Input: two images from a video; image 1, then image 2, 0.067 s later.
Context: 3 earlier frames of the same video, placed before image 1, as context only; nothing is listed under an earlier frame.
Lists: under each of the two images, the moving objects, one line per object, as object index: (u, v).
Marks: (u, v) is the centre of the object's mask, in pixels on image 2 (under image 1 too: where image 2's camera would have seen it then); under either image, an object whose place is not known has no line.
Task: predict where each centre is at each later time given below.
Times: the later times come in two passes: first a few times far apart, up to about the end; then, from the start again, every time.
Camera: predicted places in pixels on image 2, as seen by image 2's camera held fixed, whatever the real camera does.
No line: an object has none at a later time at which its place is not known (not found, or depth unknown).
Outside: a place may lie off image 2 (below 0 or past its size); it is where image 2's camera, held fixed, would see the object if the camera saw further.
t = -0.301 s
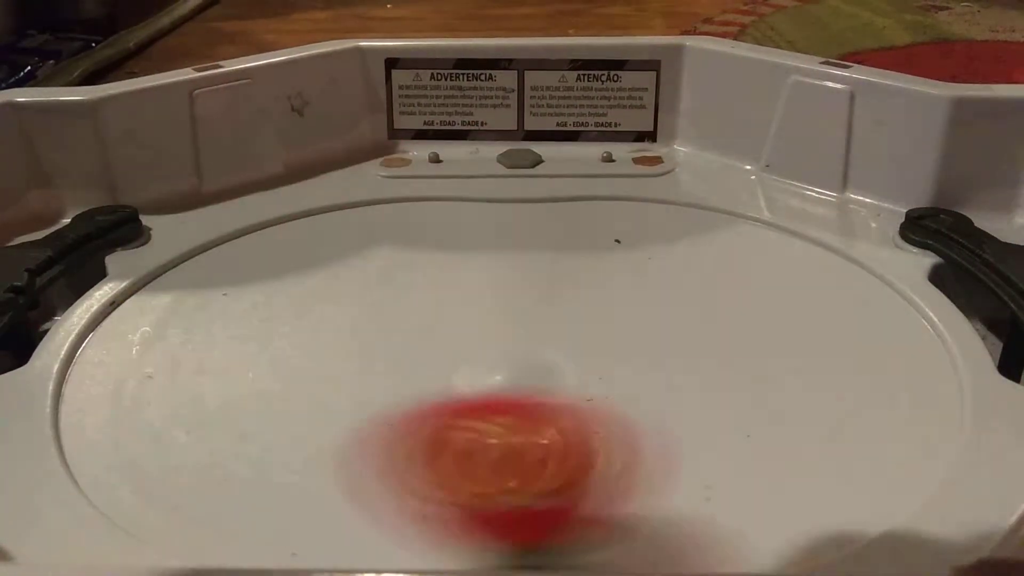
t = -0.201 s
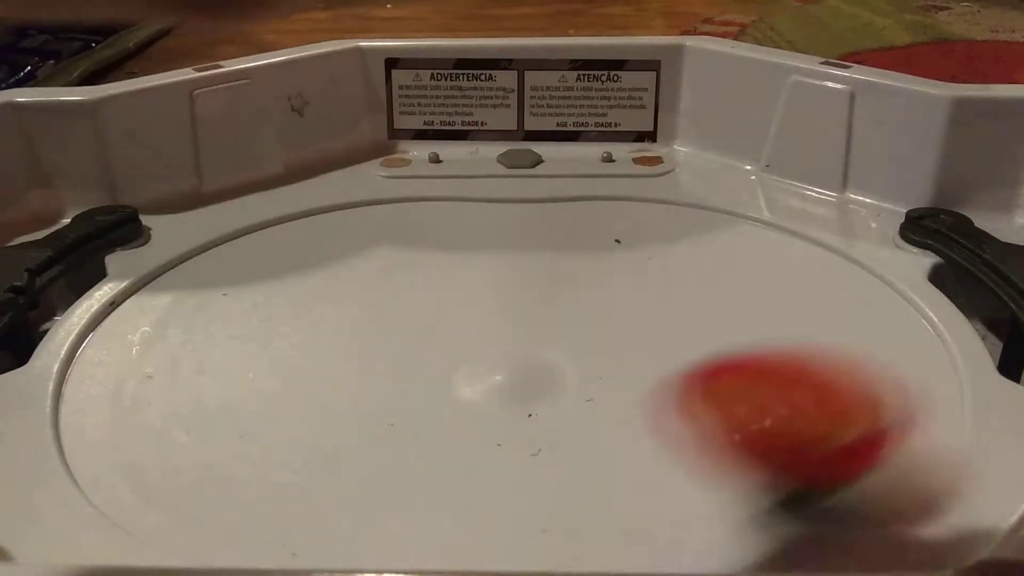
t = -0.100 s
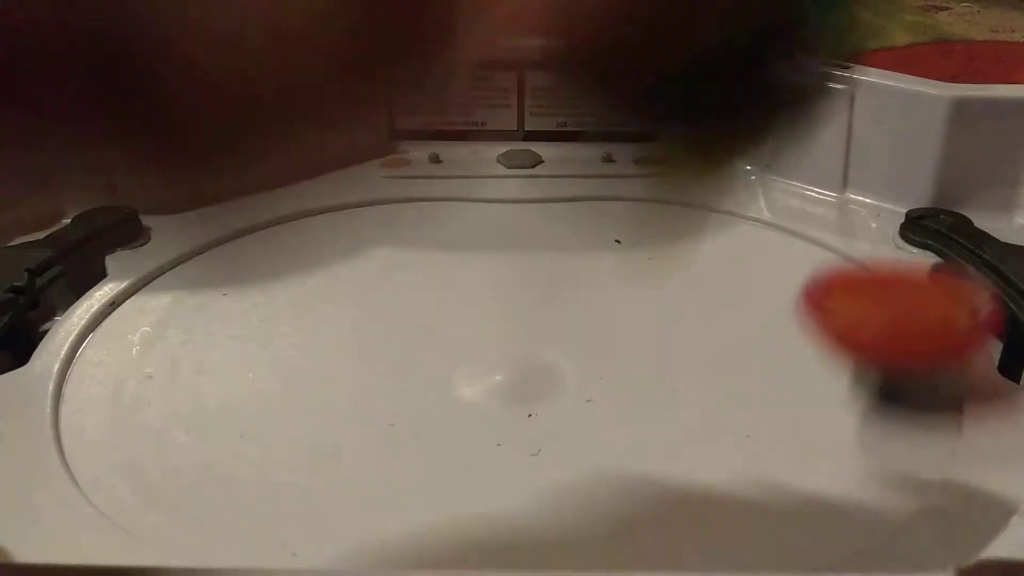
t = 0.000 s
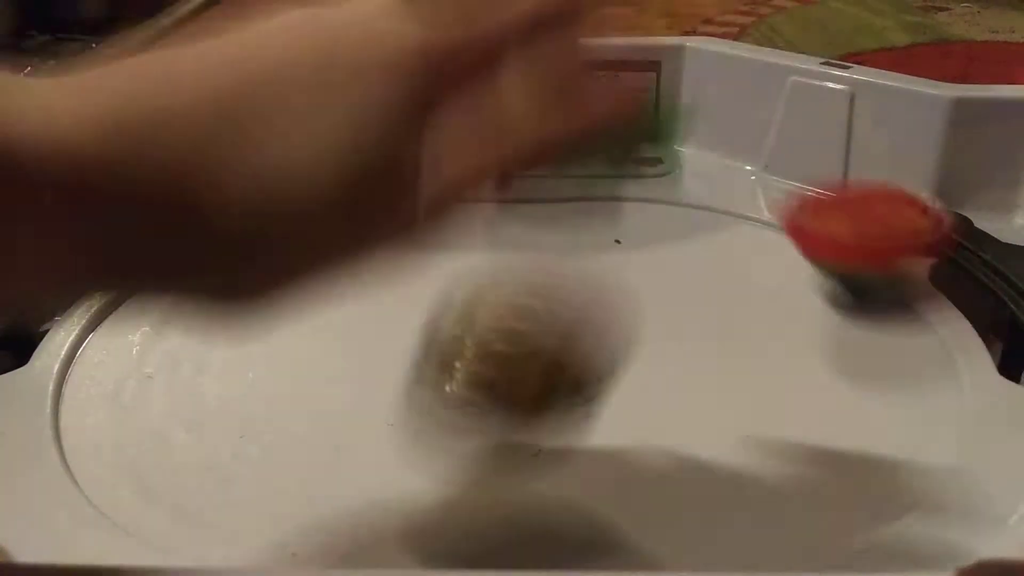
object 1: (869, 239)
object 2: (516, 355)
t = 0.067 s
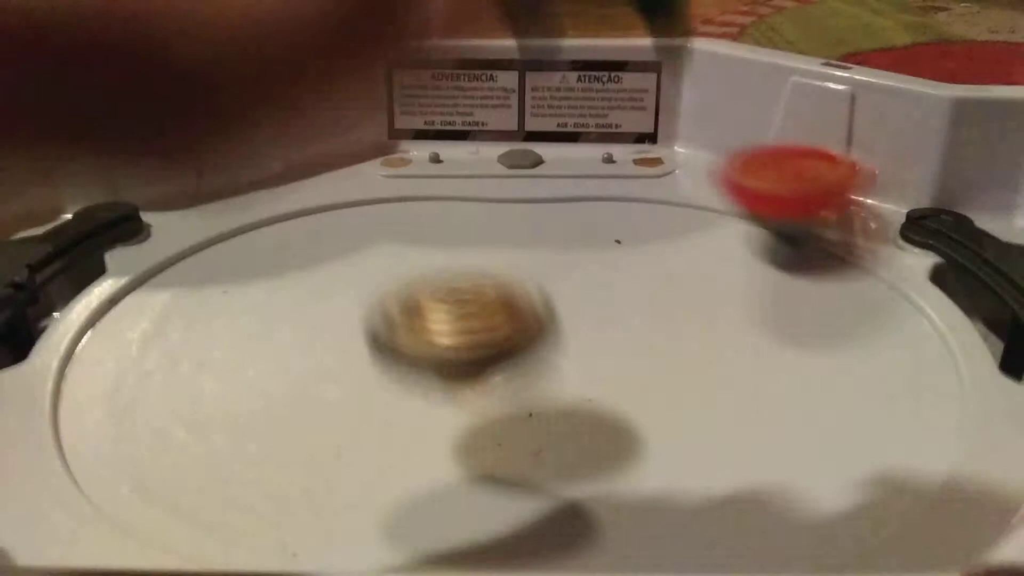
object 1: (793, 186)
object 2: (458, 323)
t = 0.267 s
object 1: (490, 169)
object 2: (425, 265)
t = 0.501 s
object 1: (199, 237)
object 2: (382, 344)
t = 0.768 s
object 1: (365, 416)
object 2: (593, 383)
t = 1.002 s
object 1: (729, 369)
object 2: (702, 274)
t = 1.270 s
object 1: (678, 242)
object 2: (511, 229)
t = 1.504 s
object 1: (487, 264)
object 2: (264, 296)
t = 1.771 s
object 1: (481, 300)
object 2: (394, 447)
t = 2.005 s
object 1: (548, 302)
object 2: (746, 356)
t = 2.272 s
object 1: (533, 349)
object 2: (730, 236)
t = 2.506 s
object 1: (542, 342)
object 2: (497, 237)
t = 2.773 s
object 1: (543, 374)
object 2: (345, 293)
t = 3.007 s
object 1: (690, 358)
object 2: (378, 343)
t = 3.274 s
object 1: (704, 310)
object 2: (529, 348)
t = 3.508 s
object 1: (710, 277)
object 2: (554, 345)
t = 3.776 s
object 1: (667, 253)
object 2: (553, 313)
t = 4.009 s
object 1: (610, 241)
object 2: (570, 332)
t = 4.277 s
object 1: (564, 264)
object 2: (531, 362)
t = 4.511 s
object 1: (560, 272)
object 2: (602, 372)
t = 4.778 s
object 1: (569, 282)
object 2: (630, 362)
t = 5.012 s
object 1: (544, 280)
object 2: (593, 361)
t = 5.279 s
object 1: (501, 270)
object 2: (607, 367)
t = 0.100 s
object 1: (754, 169)
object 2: (447, 303)
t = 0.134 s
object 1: (701, 161)
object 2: (438, 308)
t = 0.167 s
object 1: (649, 157)
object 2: (430, 300)
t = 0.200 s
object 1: (600, 157)
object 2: (428, 285)
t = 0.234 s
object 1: (541, 159)
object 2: (427, 277)
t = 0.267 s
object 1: (490, 169)
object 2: (425, 265)
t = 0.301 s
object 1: (435, 177)
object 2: (419, 262)
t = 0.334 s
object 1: (389, 179)
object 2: (406, 271)
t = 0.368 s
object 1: (340, 180)
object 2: (393, 282)
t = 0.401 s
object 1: (295, 187)
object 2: (385, 296)
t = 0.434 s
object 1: (256, 198)
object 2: (381, 310)
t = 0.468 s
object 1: (226, 214)
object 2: (381, 327)
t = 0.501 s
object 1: (199, 237)
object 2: (382, 344)
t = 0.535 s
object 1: (184, 262)
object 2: (390, 358)
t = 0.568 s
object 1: (179, 284)
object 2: (405, 372)
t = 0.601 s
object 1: (184, 316)
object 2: (426, 383)
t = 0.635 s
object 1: (202, 341)
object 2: (451, 390)
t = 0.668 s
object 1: (230, 366)
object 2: (481, 393)
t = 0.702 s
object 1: (267, 386)
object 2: (515, 392)
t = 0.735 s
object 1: (314, 405)
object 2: (554, 389)
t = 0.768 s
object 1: (365, 416)
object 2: (593, 383)
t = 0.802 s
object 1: (424, 420)
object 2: (630, 373)
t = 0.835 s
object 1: (486, 415)
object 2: (659, 361)
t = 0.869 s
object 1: (552, 413)
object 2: (682, 345)
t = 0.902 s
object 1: (611, 404)
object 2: (696, 325)
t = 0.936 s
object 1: (661, 388)
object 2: (702, 305)
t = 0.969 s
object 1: (696, 378)
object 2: (705, 287)
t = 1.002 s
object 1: (729, 369)
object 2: (702, 274)
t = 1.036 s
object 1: (751, 352)
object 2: (695, 260)
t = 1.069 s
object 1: (767, 337)
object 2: (679, 249)
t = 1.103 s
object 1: (773, 318)
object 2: (658, 239)
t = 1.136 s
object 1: (770, 298)
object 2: (635, 231)
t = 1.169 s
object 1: (756, 280)
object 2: (610, 226)
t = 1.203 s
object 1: (734, 265)
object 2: (581, 224)
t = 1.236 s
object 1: (707, 253)
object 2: (548, 225)
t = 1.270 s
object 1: (678, 242)
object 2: (511, 229)
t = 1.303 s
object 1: (646, 235)
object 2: (476, 235)
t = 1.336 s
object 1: (612, 232)
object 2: (444, 243)
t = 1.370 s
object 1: (575, 232)
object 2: (411, 251)
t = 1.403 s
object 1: (538, 237)
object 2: (379, 259)
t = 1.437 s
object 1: (510, 246)
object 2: (345, 268)
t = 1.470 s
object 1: (498, 253)
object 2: (300, 281)
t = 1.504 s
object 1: (487, 264)
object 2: (264, 296)
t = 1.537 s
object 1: (477, 277)
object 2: (240, 312)
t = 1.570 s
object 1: (471, 289)
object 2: (222, 334)
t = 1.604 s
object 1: (472, 300)
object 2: (217, 357)
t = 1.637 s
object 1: (475, 306)
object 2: (223, 380)
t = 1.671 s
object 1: (477, 308)
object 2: (243, 405)
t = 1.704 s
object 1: (478, 308)
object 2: (280, 426)
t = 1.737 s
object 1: (479, 305)
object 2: (334, 442)
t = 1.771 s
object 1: (481, 300)
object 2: (394, 447)
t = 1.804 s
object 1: (486, 294)
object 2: (465, 444)
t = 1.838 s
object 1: (493, 289)
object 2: (531, 437)
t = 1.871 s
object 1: (501, 286)
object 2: (600, 429)
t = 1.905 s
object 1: (506, 287)
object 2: (658, 415)
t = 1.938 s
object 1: (513, 292)
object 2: (701, 398)
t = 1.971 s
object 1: (526, 296)
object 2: (732, 377)
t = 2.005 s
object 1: (548, 302)
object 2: (746, 356)
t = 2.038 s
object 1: (570, 309)
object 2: (754, 336)
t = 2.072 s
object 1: (575, 313)
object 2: (772, 317)
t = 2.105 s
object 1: (563, 313)
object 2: (790, 303)
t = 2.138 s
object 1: (553, 315)
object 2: (797, 286)
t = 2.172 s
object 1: (548, 320)
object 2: (793, 272)
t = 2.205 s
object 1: (546, 329)
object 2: (780, 260)
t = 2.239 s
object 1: (541, 342)
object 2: (757, 247)
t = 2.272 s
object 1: (533, 349)
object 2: (730, 236)
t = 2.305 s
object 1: (526, 350)
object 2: (701, 229)
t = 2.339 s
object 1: (525, 347)
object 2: (669, 225)
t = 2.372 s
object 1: (532, 343)
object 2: (634, 223)
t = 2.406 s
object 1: (541, 341)
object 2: (603, 224)
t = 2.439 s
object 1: (545, 341)
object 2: (564, 225)
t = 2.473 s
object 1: (546, 342)
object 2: (528, 230)
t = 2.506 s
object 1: (542, 342)
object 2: (497, 237)
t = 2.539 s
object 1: (531, 342)
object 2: (465, 248)
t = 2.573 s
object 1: (517, 344)
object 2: (437, 257)
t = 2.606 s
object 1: (506, 348)
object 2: (413, 266)
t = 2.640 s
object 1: (502, 348)
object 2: (392, 277)
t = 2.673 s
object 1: (502, 346)
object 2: (376, 289)
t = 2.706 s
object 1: (506, 351)
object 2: (363, 295)
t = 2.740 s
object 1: (523, 365)
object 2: (351, 293)
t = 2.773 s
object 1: (543, 374)
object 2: (345, 293)
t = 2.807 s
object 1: (565, 377)
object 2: (343, 296)
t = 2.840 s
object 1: (589, 378)
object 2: (344, 302)
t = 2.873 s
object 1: (614, 376)
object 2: (347, 310)
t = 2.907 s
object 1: (638, 372)
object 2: (351, 318)
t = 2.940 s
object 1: (659, 367)
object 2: (358, 326)
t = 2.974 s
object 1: (676, 362)
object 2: (367, 335)
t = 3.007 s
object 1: (690, 358)
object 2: (378, 343)
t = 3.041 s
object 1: (699, 353)
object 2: (393, 350)
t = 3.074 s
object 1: (705, 347)
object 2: (411, 357)
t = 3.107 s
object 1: (708, 341)
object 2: (431, 361)
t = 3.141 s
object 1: (708, 335)
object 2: (454, 363)
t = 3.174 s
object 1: (706, 329)
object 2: (478, 362)
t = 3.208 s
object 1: (700, 324)
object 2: (500, 358)
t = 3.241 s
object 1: (696, 318)
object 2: (523, 354)
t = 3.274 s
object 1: (704, 310)
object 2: (529, 348)
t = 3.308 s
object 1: (710, 305)
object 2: (532, 346)
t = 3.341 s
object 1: (713, 299)
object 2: (533, 347)
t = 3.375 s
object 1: (716, 293)
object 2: (531, 350)
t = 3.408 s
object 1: (717, 288)
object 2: (530, 354)
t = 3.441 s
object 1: (716, 284)
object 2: (535, 355)
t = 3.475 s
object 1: (715, 280)
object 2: (544, 352)
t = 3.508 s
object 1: (710, 277)
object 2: (554, 345)
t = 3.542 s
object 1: (704, 275)
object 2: (562, 338)
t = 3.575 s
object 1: (700, 281)
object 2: (564, 332)
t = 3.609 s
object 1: (696, 276)
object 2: (563, 327)
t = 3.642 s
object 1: (690, 270)
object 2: (566, 323)
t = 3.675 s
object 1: (685, 265)
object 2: (566, 320)
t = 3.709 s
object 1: (680, 260)
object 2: (564, 317)
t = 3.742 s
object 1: (673, 257)
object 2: (560, 314)
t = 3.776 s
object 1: (667, 253)
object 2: (553, 313)
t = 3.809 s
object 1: (658, 249)
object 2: (552, 312)
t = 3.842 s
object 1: (650, 247)
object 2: (556, 312)
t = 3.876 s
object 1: (645, 243)
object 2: (558, 316)
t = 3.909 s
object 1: (638, 240)
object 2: (561, 321)
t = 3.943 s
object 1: (630, 239)
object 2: (568, 326)
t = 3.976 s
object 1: (621, 240)
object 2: (571, 330)
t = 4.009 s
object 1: (610, 241)
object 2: (570, 332)
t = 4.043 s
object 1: (599, 244)
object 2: (565, 333)
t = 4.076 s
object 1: (589, 248)
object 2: (560, 333)
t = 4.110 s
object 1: (582, 250)
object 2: (555, 338)
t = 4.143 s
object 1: (576, 254)
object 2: (550, 345)
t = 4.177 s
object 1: (569, 258)
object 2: (548, 351)
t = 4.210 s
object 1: (564, 262)
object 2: (546, 353)
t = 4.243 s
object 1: (560, 266)
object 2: (541, 354)
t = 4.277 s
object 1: (564, 264)
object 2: (531, 362)
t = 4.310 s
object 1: (564, 263)
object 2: (524, 368)
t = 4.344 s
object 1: (563, 262)
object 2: (527, 371)
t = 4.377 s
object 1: (561, 262)
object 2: (535, 374)
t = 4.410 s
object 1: (559, 264)
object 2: (549, 375)
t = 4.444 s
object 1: (558, 266)
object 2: (565, 375)
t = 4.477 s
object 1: (559, 269)
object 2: (585, 375)
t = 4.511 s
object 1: (560, 272)
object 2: (602, 372)
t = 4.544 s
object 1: (562, 276)
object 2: (619, 368)
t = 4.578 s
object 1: (563, 279)
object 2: (627, 361)
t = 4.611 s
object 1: (564, 281)
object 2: (631, 358)
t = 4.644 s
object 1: (565, 282)
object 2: (636, 358)
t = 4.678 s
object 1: (566, 282)
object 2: (637, 359)
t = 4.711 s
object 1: (568, 282)
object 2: (635, 359)
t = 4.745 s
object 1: (568, 282)
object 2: (633, 360)
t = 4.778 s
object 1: (569, 282)
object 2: (630, 362)
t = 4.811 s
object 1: (569, 280)
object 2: (628, 368)
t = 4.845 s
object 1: (567, 278)
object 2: (625, 372)
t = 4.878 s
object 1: (564, 277)
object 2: (621, 373)
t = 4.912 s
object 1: (560, 277)
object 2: (613, 372)
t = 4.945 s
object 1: (554, 277)
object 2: (606, 369)
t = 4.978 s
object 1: (550, 279)
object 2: (599, 365)
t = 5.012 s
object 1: (544, 280)
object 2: (593, 361)
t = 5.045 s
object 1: (540, 278)
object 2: (590, 365)
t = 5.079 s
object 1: (536, 275)
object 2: (589, 370)
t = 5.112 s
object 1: (531, 272)
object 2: (588, 374)
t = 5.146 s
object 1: (525, 271)
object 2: (589, 375)
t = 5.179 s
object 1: (518, 269)
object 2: (592, 374)
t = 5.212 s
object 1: (512, 269)
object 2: (596, 372)
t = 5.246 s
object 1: (507, 270)
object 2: (602, 369)
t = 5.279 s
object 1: (501, 270)
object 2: (607, 367)
